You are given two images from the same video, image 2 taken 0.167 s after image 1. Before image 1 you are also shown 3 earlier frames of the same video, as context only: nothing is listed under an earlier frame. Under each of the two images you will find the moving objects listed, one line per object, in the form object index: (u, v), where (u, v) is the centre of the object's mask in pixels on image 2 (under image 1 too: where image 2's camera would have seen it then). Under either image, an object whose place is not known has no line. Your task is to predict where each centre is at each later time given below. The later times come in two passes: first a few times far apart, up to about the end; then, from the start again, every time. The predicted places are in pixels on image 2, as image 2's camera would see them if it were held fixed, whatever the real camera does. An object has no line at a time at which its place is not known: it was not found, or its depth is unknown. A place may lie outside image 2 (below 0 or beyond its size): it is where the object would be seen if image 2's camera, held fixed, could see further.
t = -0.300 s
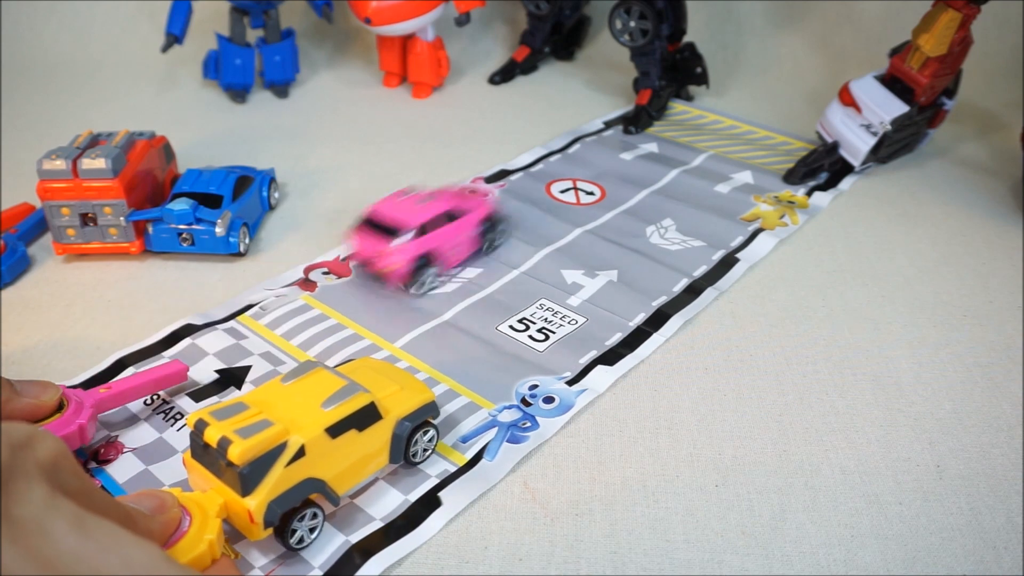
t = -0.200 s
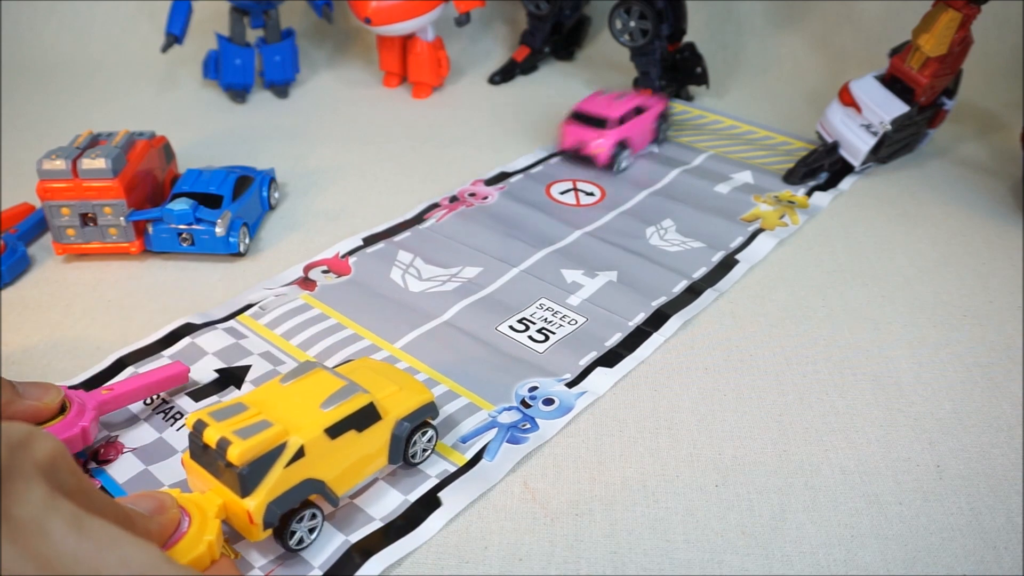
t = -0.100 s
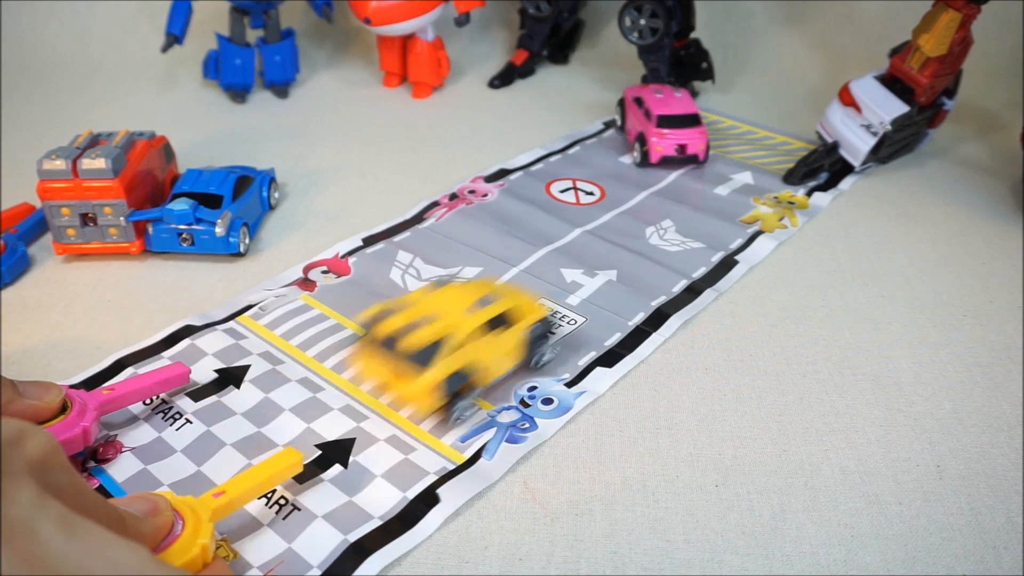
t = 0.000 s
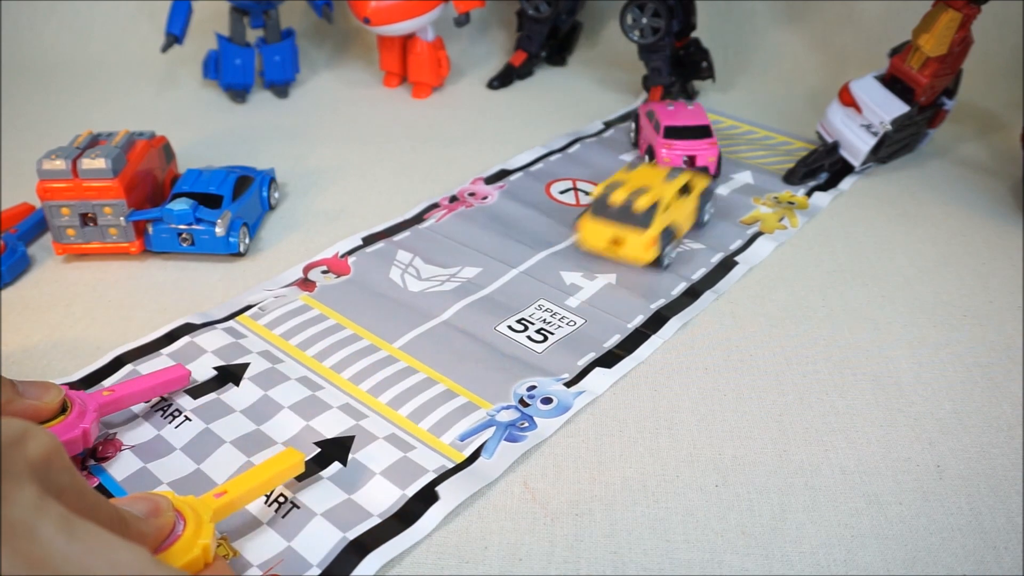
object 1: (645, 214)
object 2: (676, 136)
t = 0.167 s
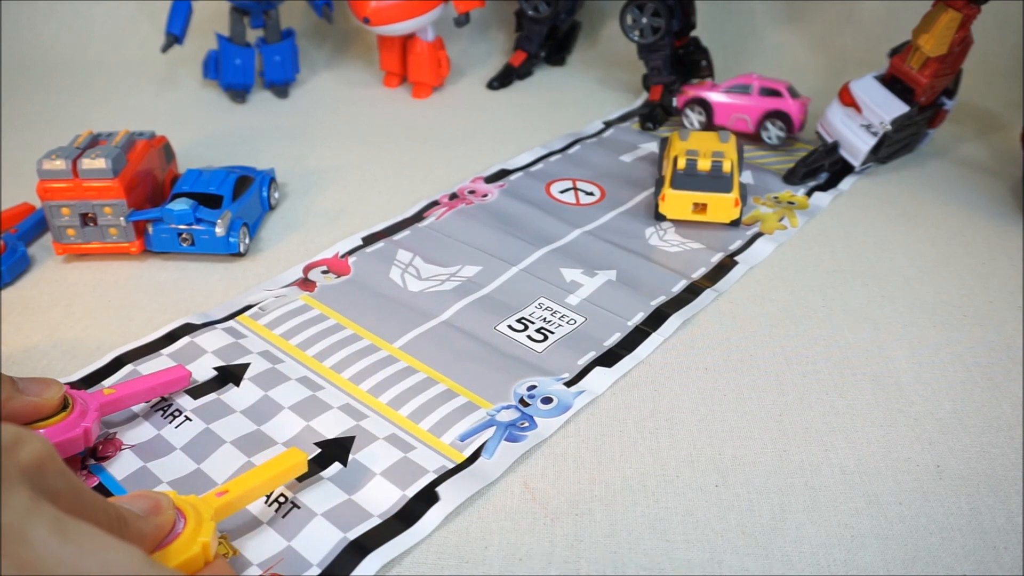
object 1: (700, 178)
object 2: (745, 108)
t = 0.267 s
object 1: (701, 165)
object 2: (768, 112)
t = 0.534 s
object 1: (700, 159)
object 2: (766, 113)
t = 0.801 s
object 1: (700, 159)
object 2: (765, 113)
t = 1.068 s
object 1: (700, 159)
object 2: (765, 113)
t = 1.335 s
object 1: (700, 159)
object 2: (765, 113)
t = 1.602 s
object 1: (700, 159)
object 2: (765, 112)
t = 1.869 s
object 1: (700, 159)
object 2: (765, 112)
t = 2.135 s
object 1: (700, 159)
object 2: (765, 112)
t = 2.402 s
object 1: (700, 159)
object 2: (765, 112)
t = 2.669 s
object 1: (700, 159)
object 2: (765, 113)
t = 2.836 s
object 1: (700, 159)
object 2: (765, 112)
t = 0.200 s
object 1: (701, 174)
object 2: (757, 112)
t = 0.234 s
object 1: (701, 169)
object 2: (763, 112)
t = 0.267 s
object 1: (701, 165)
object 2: (768, 112)
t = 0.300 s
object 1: (701, 162)
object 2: (768, 113)
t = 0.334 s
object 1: (700, 160)
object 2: (768, 112)
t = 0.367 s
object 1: (700, 159)
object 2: (767, 112)
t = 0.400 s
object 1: (700, 159)
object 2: (767, 112)
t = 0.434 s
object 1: (700, 159)
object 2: (767, 112)
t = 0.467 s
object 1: (700, 159)
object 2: (767, 112)
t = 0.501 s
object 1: (700, 159)
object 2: (766, 113)
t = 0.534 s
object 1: (700, 159)
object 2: (766, 113)
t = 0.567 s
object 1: (700, 159)
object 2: (765, 113)
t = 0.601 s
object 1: (700, 159)
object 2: (765, 113)
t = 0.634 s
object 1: (700, 159)
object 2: (765, 112)
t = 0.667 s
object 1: (700, 159)
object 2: (765, 113)
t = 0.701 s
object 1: (700, 159)
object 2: (765, 113)
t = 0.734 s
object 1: (700, 159)
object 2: (765, 113)
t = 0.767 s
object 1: (700, 159)
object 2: (765, 113)
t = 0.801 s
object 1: (700, 159)
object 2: (765, 113)
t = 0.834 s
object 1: (700, 159)
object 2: (765, 113)
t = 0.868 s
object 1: (700, 159)
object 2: (765, 113)
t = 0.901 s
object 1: (700, 159)
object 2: (765, 113)
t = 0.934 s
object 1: (700, 159)
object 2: (765, 113)
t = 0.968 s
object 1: (700, 159)
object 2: (765, 113)
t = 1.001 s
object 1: (700, 159)
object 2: (765, 113)
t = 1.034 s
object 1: (700, 159)
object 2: (765, 112)
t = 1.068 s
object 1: (700, 159)
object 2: (765, 113)
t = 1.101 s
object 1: (700, 159)
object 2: (765, 113)
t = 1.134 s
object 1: (700, 159)
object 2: (765, 113)
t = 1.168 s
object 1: (700, 158)
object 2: (765, 112)
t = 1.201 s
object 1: (700, 159)
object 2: (765, 112)
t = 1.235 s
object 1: (700, 159)
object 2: (765, 112)
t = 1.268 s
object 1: (700, 159)
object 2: (765, 113)
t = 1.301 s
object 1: (700, 159)
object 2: (765, 113)
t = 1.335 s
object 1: (700, 159)
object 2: (765, 113)
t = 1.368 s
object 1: (700, 159)
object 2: (765, 112)
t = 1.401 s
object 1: (700, 159)
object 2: (765, 113)
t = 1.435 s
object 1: (700, 159)
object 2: (765, 113)
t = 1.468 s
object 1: (700, 159)
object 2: (765, 112)
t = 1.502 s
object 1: (700, 159)
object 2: (765, 112)
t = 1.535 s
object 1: (700, 159)
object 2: (765, 112)
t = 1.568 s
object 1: (700, 159)
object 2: (765, 113)
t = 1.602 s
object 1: (700, 159)
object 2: (765, 112)
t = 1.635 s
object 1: (700, 159)
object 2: (765, 112)
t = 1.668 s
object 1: (700, 159)
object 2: (765, 113)
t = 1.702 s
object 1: (700, 159)
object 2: (765, 112)
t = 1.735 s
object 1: (700, 159)
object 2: (765, 112)
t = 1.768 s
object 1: (700, 159)
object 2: (765, 112)
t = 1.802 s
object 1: (700, 159)
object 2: (765, 112)
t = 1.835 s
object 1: (700, 159)
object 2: (765, 113)
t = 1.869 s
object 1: (700, 159)
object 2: (765, 112)
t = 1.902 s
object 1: (700, 159)
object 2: (765, 112)
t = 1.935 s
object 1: (700, 159)
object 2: (765, 112)
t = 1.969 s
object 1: (700, 159)
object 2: (765, 113)
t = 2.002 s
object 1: (700, 159)
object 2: (765, 112)
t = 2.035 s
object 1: (700, 159)
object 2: (765, 112)
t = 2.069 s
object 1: (700, 159)
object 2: (765, 113)
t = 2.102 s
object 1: (700, 159)
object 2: (765, 113)
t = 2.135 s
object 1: (700, 159)
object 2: (765, 112)
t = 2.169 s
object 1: (700, 159)
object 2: (765, 112)
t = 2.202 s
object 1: (700, 159)
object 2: (765, 113)
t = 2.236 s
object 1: (700, 159)
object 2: (765, 112)
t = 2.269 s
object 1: (700, 159)
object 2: (765, 112)
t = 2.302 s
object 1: (700, 159)
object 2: (765, 112)
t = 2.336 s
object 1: (700, 159)
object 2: (765, 113)
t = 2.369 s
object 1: (700, 159)
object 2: (765, 112)
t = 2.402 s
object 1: (700, 159)
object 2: (765, 112)
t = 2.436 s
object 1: (700, 159)
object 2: (765, 112)
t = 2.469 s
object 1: (700, 159)
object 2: (765, 113)
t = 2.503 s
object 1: (700, 159)
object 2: (765, 113)
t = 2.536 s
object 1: (700, 159)
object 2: (765, 112)
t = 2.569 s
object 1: (700, 159)
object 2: (765, 113)
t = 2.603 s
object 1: (700, 159)
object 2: (765, 113)
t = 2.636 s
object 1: (700, 159)
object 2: (765, 113)
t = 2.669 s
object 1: (700, 159)
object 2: (765, 113)
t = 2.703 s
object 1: (700, 159)
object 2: (765, 113)
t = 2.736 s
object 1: (700, 159)
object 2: (765, 113)
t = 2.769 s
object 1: (700, 159)
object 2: (765, 112)
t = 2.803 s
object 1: (700, 159)
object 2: (765, 113)
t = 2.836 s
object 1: (700, 159)
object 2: (765, 112)
